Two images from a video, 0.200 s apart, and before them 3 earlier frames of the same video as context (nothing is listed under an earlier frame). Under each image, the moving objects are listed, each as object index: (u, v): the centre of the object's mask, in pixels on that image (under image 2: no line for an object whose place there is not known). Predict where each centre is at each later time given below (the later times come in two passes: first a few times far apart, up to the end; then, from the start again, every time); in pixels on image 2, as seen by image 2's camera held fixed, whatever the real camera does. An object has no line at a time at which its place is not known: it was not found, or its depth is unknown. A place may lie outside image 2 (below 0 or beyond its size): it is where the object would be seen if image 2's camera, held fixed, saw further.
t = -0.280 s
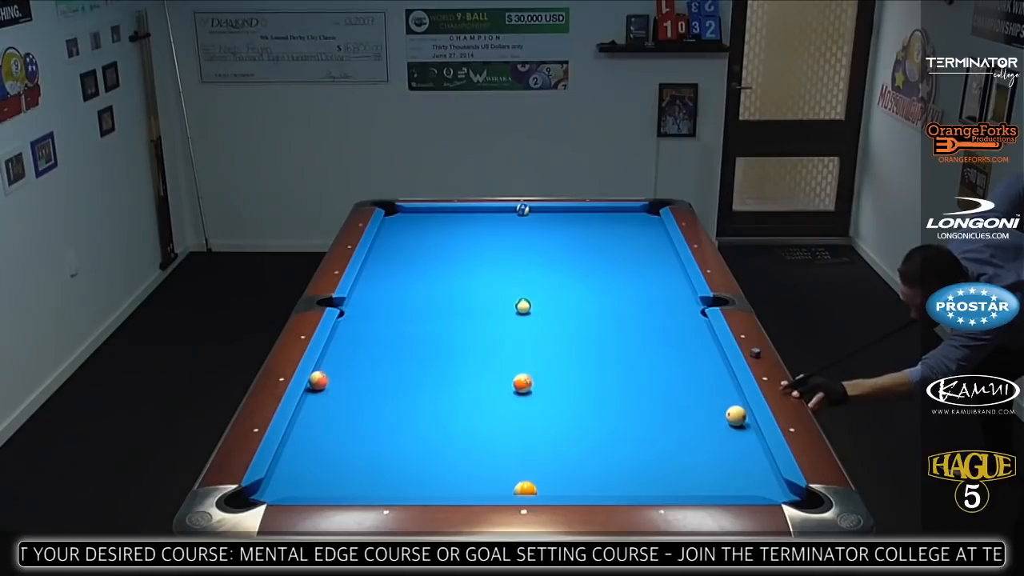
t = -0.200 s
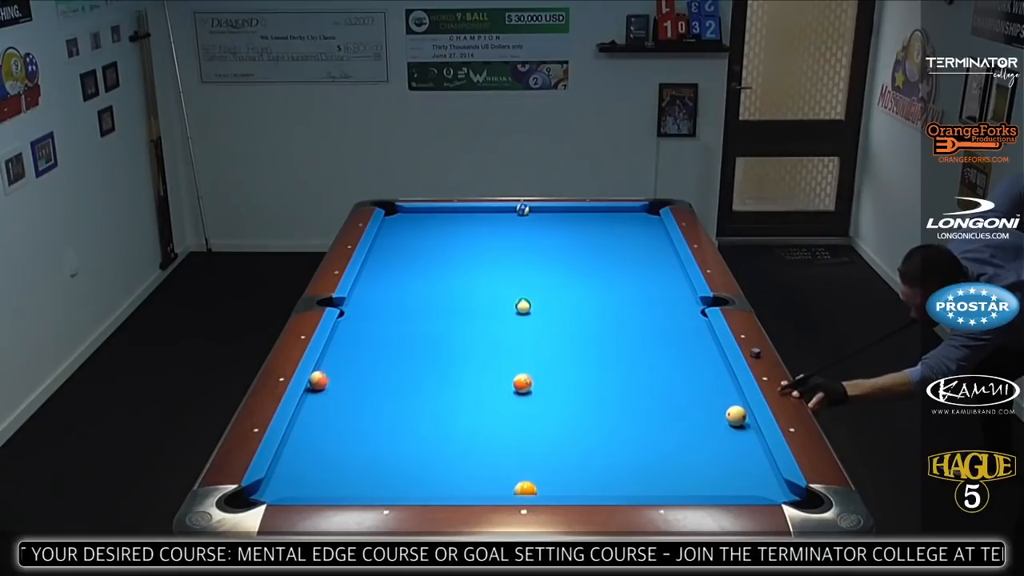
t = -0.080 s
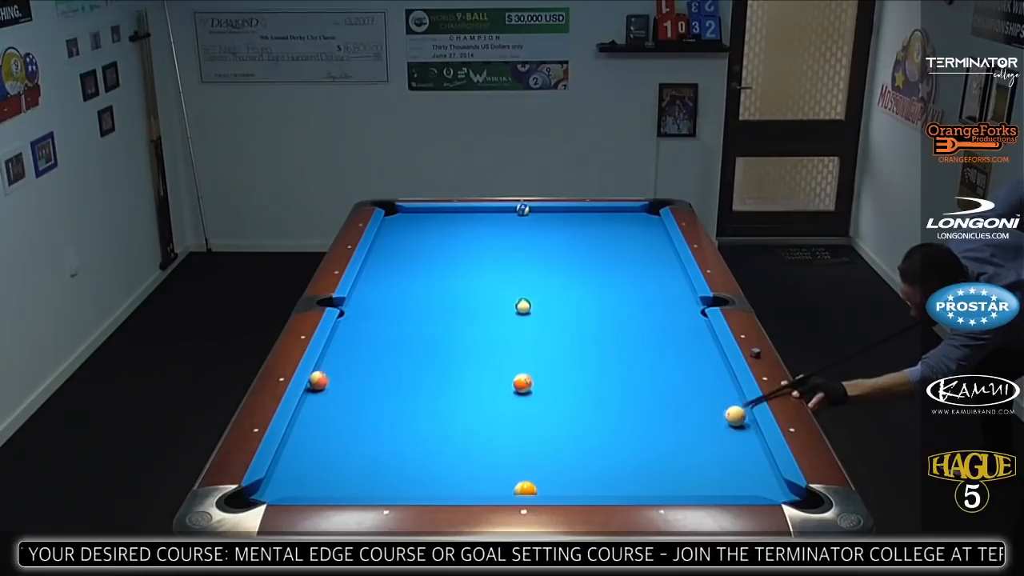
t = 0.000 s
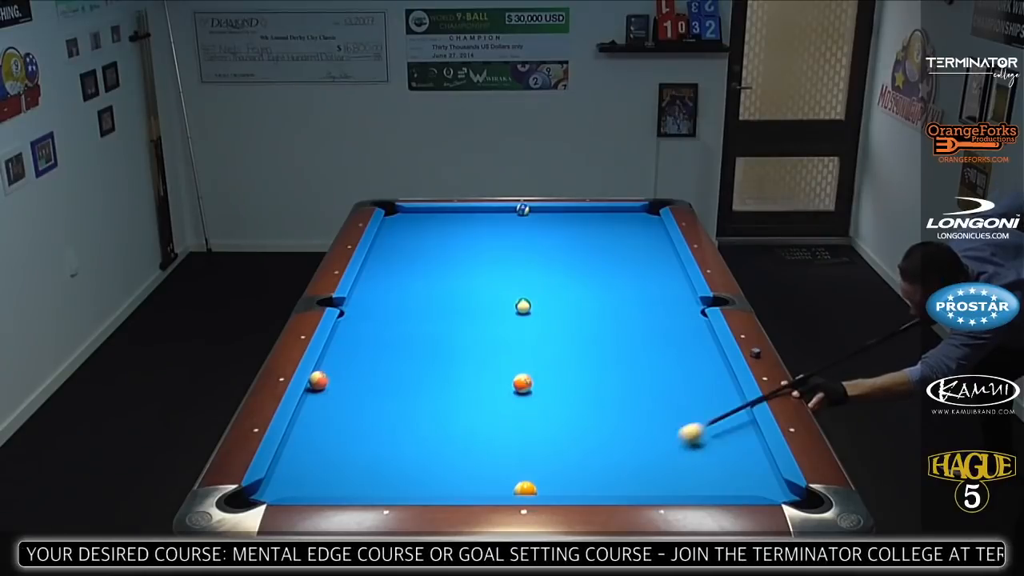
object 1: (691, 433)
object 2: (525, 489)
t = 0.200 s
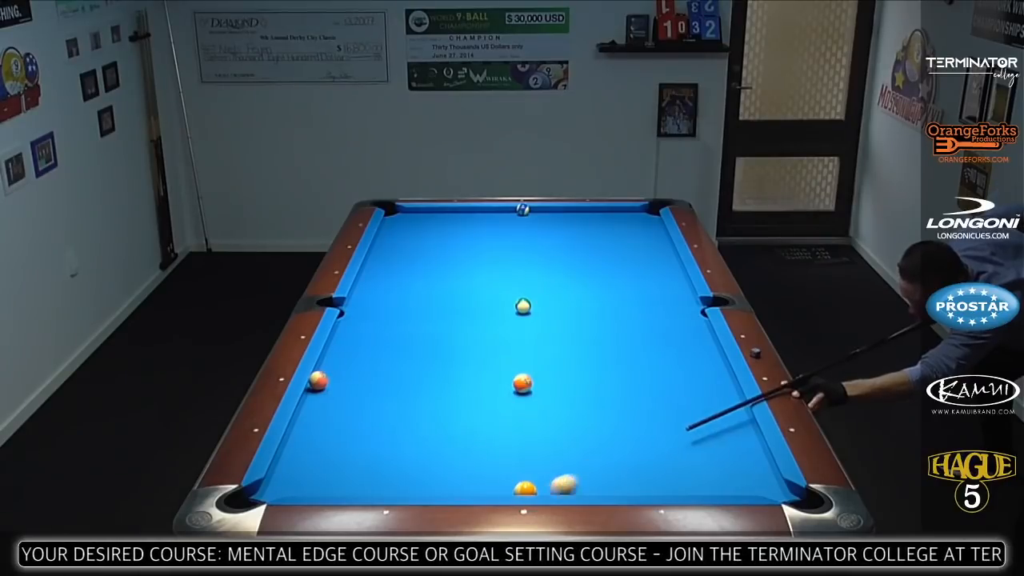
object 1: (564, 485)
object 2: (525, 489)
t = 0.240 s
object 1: (549, 487)
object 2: (514, 488)
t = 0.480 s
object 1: (536, 451)
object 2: (390, 488)
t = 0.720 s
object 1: (515, 423)
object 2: (292, 488)
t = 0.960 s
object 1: (496, 398)
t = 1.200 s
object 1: (480, 376)
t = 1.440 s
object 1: (465, 357)
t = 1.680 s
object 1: (452, 340)
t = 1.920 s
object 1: (441, 325)
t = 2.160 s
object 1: (431, 311)
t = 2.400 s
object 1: (421, 299)
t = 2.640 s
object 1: (413, 287)
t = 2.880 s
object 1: (405, 277)
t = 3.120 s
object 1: (398, 268)
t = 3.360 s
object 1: (392, 259)
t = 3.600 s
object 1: (387, 251)
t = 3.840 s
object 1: (382, 244)
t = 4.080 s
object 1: (381, 237)
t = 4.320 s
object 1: (387, 232)
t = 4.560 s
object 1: (393, 227)
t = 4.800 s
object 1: (398, 223)
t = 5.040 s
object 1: (403, 219)
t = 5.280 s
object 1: (407, 215)
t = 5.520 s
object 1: (411, 212)
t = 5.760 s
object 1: (414, 210)
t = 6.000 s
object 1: (415, 212)
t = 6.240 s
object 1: (416, 213)
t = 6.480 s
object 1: (417, 214)
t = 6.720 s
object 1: (418, 215)
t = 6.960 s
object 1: (418, 215)
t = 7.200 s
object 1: (419, 215)
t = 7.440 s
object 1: (419, 215)
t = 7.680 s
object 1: (419, 215)
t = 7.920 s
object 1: (419, 215)
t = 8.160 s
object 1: (419, 215)
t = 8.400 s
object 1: (419, 215)
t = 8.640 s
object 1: (419, 215)
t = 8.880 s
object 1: (419, 215)
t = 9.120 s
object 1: (419, 215)
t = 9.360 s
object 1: (419, 215)
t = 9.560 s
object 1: (419, 215)
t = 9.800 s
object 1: (419, 215)
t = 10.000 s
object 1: (419, 215)
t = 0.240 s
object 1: (549, 487)
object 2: (514, 488)
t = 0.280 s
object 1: (549, 482)
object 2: (489, 488)
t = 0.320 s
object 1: (548, 474)
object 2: (467, 488)
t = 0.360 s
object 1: (546, 468)
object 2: (446, 488)
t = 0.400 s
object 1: (544, 462)
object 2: (426, 489)
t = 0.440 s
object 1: (540, 456)
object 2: (407, 489)
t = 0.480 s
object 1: (536, 451)
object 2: (390, 488)
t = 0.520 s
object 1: (532, 446)
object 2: (373, 488)
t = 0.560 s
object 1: (529, 441)
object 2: (357, 488)
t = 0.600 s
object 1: (525, 436)
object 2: (341, 489)
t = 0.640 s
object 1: (522, 432)
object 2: (324, 488)
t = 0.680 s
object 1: (518, 427)
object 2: (308, 488)
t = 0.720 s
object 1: (515, 423)
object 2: (292, 488)
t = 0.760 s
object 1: (512, 418)
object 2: (275, 490)
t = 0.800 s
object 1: (509, 414)
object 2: (260, 489)
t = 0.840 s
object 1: (505, 410)
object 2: (256, 497)
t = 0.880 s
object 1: (502, 406)
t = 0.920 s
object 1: (499, 402)
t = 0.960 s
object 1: (496, 398)
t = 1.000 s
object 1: (494, 394)
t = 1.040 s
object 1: (491, 391)
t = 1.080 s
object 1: (488, 387)
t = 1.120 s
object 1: (485, 383)
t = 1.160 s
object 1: (483, 380)
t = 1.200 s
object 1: (480, 376)
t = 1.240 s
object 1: (478, 373)
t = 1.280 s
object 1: (475, 370)
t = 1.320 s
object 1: (473, 367)
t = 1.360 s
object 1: (470, 364)
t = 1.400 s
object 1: (468, 360)
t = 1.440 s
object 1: (465, 357)
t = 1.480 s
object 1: (463, 354)
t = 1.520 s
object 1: (461, 351)
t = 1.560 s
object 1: (459, 349)
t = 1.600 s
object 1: (457, 346)
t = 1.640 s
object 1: (454, 343)
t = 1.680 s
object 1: (452, 340)
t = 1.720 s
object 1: (451, 338)
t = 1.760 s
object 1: (449, 335)
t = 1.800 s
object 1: (446, 332)
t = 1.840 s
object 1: (445, 330)
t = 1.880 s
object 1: (443, 327)
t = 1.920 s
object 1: (441, 325)
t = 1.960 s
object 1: (439, 322)
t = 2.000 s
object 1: (437, 320)
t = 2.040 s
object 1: (435, 318)
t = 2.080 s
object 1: (434, 316)
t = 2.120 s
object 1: (432, 313)
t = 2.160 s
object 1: (431, 311)
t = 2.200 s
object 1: (429, 309)
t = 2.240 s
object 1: (427, 307)
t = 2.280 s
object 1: (426, 305)
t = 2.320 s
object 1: (424, 303)
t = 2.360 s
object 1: (423, 301)
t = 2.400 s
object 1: (421, 299)
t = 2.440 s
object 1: (420, 297)
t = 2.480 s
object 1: (418, 295)
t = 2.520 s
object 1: (417, 293)
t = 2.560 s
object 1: (415, 291)
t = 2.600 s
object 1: (414, 289)
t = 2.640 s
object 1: (413, 287)
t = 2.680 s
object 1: (411, 286)
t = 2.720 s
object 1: (410, 284)
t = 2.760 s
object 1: (409, 282)
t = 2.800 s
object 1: (407, 280)
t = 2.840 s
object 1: (406, 278)
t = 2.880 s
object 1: (405, 277)
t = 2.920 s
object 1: (404, 275)
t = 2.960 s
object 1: (403, 274)
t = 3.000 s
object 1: (401, 272)
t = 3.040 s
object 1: (400, 271)
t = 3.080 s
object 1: (399, 269)
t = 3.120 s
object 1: (398, 268)
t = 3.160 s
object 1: (397, 266)
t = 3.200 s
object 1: (396, 265)
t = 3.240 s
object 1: (395, 263)
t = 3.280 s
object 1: (394, 262)
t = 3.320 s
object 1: (393, 260)
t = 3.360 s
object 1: (392, 259)
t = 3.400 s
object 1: (391, 258)
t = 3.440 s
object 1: (390, 256)
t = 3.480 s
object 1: (389, 255)
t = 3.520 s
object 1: (388, 254)
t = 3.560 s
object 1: (387, 252)
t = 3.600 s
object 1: (387, 251)
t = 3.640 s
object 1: (386, 250)
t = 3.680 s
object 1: (385, 248)
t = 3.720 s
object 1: (384, 247)
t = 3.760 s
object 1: (383, 246)
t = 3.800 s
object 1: (383, 245)
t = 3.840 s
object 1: (382, 244)
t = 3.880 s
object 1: (381, 243)
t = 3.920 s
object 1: (380, 241)
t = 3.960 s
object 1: (379, 240)
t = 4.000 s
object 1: (379, 239)
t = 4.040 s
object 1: (380, 238)
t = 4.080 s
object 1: (381, 237)
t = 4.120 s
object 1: (382, 237)
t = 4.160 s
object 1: (383, 236)
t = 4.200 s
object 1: (384, 235)
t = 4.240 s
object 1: (385, 234)
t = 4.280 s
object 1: (386, 233)
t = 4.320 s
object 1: (387, 232)
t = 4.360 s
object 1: (388, 231)
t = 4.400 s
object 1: (389, 231)
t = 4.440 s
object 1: (390, 230)
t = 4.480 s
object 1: (391, 229)
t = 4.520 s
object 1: (392, 228)
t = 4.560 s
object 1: (393, 227)
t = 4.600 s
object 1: (394, 226)
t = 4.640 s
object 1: (394, 226)
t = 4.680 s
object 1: (395, 225)
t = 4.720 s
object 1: (396, 224)
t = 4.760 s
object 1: (397, 224)
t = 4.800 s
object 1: (398, 223)
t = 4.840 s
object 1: (399, 222)
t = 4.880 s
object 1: (399, 222)
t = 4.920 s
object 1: (400, 221)
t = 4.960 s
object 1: (401, 220)
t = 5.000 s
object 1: (402, 219)
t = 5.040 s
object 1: (403, 219)
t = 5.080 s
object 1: (404, 218)
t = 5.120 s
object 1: (404, 218)
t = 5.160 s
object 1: (405, 217)
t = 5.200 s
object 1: (406, 216)
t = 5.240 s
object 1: (406, 216)
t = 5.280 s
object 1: (407, 215)
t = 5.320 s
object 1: (408, 214)
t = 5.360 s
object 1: (408, 214)
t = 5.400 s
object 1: (409, 213)
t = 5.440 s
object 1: (410, 213)
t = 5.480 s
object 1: (410, 212)
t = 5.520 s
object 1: (411, 212)
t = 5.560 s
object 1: (412, 211)
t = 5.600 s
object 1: (412, 211)
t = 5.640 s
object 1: (413, 210)
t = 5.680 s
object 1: (413, 210)
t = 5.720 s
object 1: (414, 210)
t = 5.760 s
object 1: (414, 210)
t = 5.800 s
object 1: (414, 211)
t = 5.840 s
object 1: (414, 211)
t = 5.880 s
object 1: (414, 211)
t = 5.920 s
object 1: (414, 211)
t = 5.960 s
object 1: (415, 211)
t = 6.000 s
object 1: (415, 212)
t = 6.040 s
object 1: (415, 212)
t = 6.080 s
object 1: (415, 212)
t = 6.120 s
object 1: (415, 212)
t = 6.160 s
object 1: (416, 213)
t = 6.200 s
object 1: (416, 213)
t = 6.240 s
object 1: (416, 213)
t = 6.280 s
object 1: (416, 213)
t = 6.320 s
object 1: (416, 213)
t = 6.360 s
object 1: (417, 213)
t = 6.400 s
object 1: (417, 214)
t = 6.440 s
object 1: (417, 214)
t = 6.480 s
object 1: (417, 214)
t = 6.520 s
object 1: (417, 214)
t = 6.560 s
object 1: (417, 214)
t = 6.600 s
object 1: (417, 214)
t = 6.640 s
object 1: (417, 214)
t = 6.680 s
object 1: (418, 214)
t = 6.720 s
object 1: (418, 215)
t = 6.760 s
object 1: (418, 215)
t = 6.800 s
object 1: (418, 215)
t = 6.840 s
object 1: (418, 215)
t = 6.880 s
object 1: (418, 215)
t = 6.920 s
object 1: (418, 215)
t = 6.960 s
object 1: (418, 215)
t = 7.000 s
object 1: (418, 215)
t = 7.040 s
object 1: (418, 215)
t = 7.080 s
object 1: (419, 215)
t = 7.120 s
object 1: (419, 215)
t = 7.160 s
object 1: (419, 215)
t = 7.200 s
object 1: (419, 215)
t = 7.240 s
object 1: (419, 215)
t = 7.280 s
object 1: (419, 215)
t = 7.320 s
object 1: (419, 215)
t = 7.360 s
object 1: (419, 215)
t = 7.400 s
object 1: (419, 215)
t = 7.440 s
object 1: (419, 215)
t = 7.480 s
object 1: (419, 215)
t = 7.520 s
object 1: (419, 215)
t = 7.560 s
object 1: (419, 215)
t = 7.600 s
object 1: (419, 215)
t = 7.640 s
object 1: (419, 215)
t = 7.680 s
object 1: (419, 215)
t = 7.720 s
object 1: (419, 215)
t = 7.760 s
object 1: (419, 215)
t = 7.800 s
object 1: (419, 215)
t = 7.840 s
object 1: (419, 215)
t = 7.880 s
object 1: (419, 215)
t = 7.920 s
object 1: (419, 215)
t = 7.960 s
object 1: (419, 215)
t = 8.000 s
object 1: (419, 215)
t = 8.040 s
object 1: (419, 215)
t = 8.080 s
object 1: (419, 215)
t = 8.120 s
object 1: (419, 215)
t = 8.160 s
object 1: (419, 215)
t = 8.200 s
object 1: (419, 215)
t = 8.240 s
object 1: (419, 215)
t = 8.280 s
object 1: (419, 215)
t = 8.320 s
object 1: (419, 215)
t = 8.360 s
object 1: (419, 215)
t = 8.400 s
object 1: (419, 215)
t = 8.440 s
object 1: (419, 215)
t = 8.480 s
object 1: (419, 215)
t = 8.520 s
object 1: (419, 215)
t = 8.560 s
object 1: (419, 215)
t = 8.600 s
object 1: (419, 215)
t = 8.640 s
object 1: (419, 215)
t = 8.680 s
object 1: (419, 215)
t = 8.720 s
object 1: (419, 215)
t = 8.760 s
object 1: (419, 215)
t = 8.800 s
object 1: (419, 215)
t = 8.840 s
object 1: (419, 215)
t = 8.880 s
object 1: (419, 215)
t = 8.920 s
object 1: (419, 215)
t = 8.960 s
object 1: (419, 215)
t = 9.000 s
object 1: (419, 215)
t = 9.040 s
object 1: (419, 215)
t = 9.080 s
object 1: (419, 215)
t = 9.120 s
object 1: (419, 215)
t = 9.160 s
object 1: (419, 215)
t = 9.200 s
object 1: (419, 215)
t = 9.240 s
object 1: (419, 215)
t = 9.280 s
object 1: (419, 215)
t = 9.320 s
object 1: (419, 215)
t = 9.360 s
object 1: (419, 215)
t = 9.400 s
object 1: (419, 215)
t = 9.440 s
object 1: (419, 215)
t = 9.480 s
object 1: (419, 215)
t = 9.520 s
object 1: (419, 215)
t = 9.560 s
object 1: (419, 215)
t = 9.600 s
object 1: (419, 215)
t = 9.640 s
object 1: (419, 215)
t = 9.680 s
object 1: (419, 215)
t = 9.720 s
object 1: (419, 215)
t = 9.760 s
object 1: (419, 215)
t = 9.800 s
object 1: (419, 215)
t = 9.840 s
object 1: (419, 215)
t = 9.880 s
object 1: (419, 215)
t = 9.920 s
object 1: (419, 215)
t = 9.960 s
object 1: (419, 215)
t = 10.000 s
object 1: (419, 215)
